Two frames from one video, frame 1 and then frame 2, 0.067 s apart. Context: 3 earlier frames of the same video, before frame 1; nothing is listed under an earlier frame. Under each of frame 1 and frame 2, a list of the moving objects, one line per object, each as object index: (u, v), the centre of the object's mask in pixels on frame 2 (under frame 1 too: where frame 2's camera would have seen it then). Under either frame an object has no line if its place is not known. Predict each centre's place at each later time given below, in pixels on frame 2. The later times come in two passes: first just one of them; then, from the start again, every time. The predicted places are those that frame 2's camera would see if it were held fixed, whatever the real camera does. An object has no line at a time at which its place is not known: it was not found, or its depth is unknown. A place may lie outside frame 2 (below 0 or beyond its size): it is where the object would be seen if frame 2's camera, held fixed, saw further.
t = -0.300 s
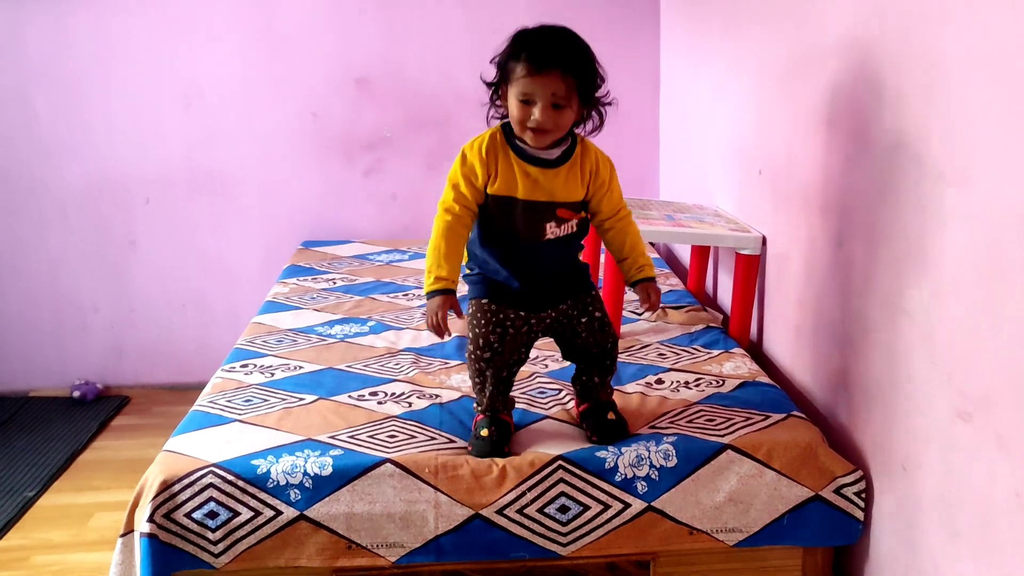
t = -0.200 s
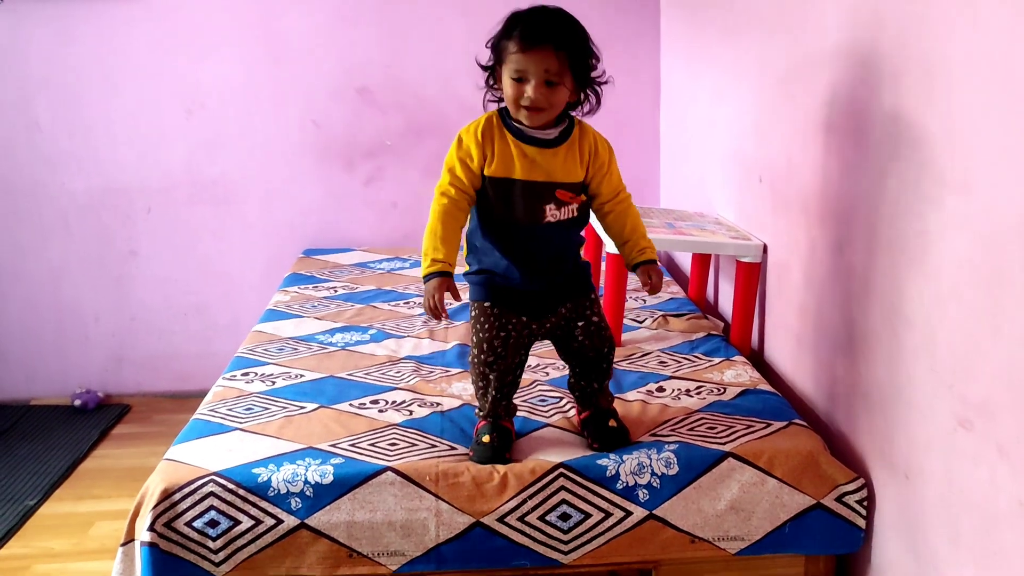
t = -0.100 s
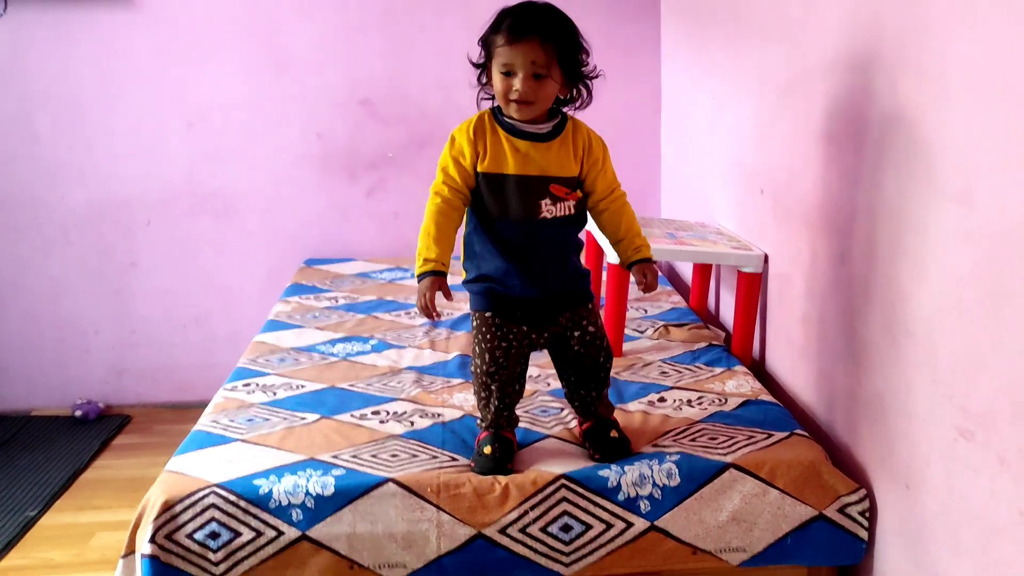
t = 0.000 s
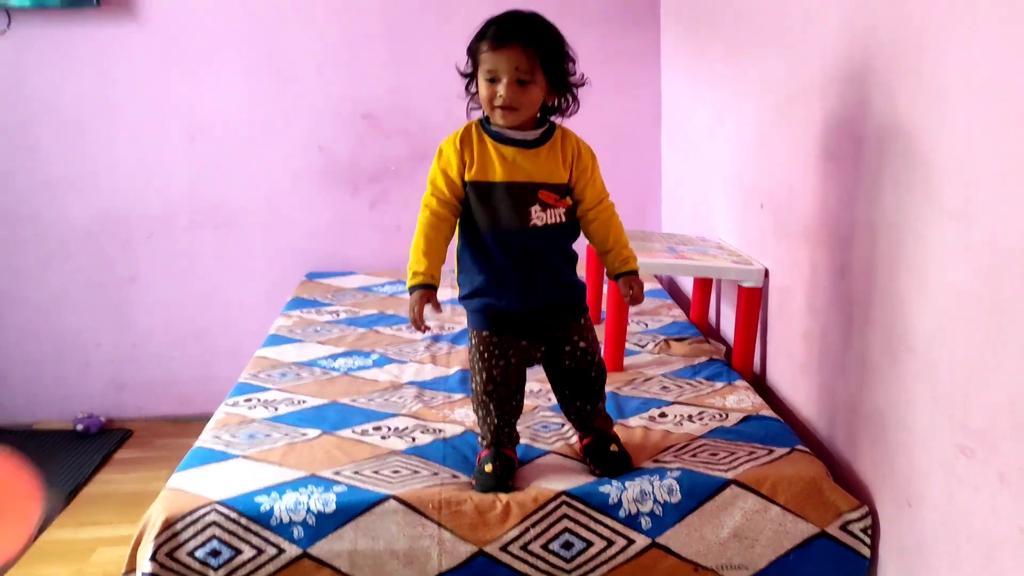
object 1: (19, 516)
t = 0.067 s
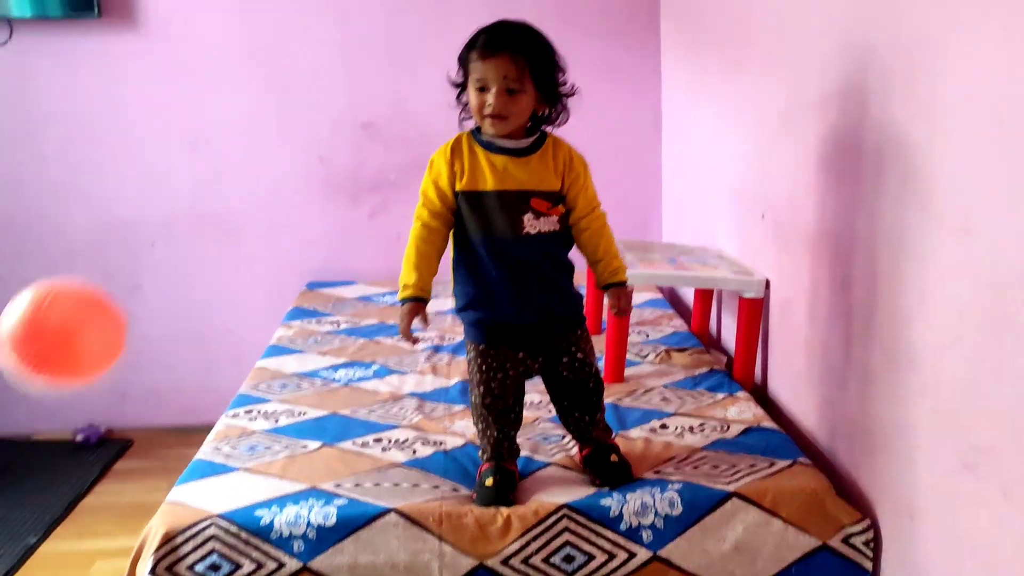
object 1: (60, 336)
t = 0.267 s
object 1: (257, 127)
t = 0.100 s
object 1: (101, 268)
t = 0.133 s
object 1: (139, 218)
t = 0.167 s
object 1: (173, 180)
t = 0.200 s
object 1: (205, 154)
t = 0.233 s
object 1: (233, 137)
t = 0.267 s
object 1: (257, 127)
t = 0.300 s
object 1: (279, 124)
